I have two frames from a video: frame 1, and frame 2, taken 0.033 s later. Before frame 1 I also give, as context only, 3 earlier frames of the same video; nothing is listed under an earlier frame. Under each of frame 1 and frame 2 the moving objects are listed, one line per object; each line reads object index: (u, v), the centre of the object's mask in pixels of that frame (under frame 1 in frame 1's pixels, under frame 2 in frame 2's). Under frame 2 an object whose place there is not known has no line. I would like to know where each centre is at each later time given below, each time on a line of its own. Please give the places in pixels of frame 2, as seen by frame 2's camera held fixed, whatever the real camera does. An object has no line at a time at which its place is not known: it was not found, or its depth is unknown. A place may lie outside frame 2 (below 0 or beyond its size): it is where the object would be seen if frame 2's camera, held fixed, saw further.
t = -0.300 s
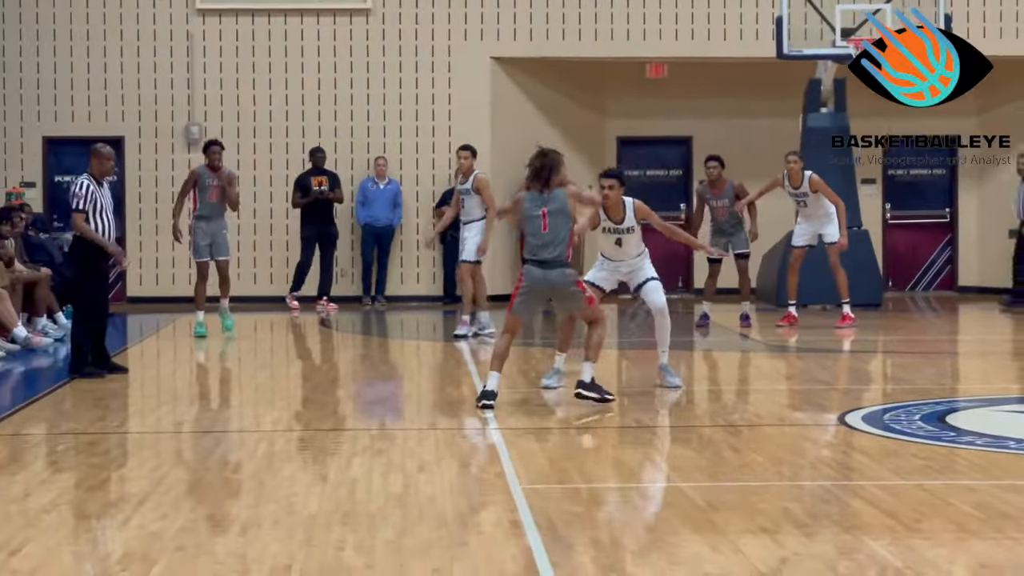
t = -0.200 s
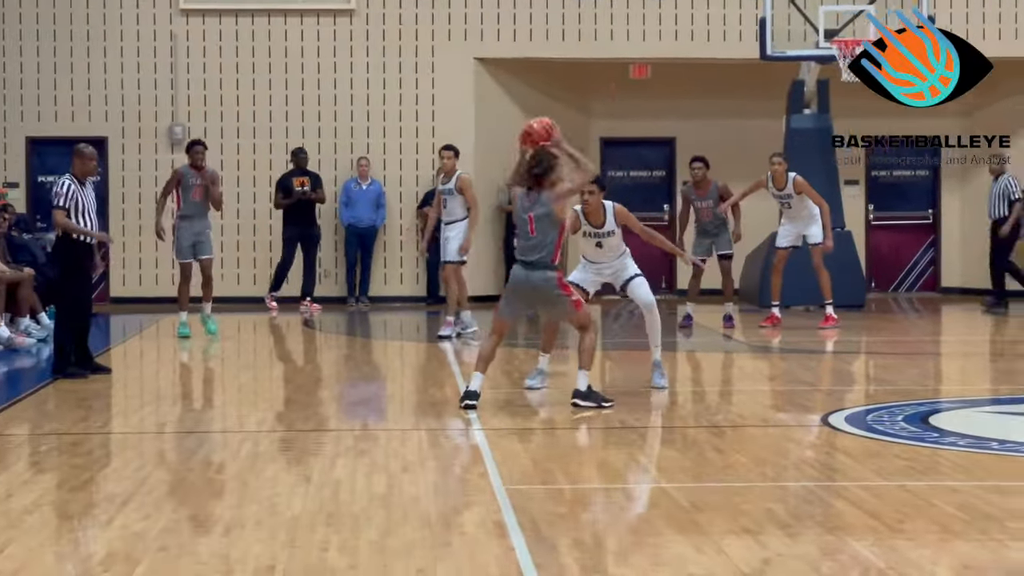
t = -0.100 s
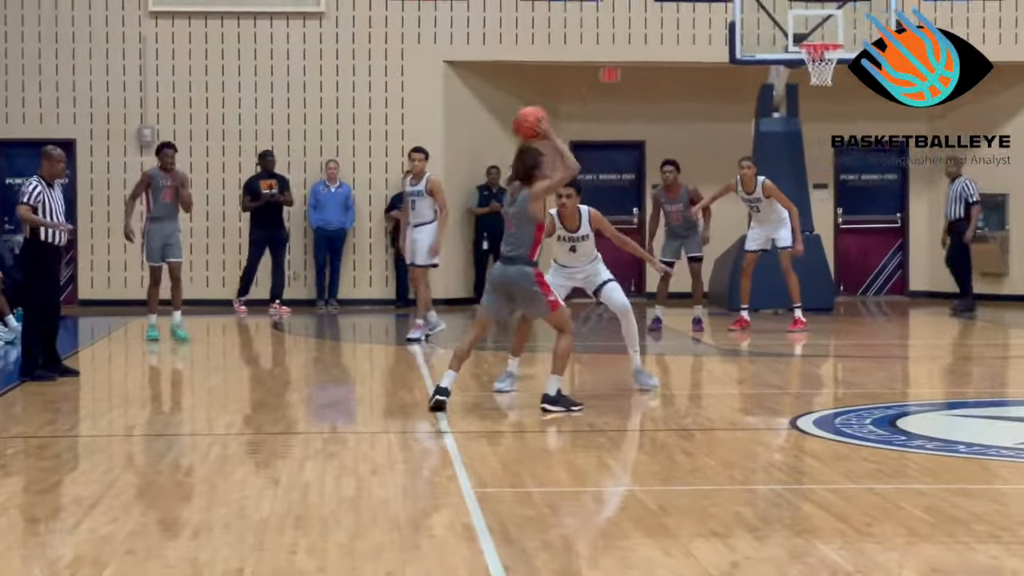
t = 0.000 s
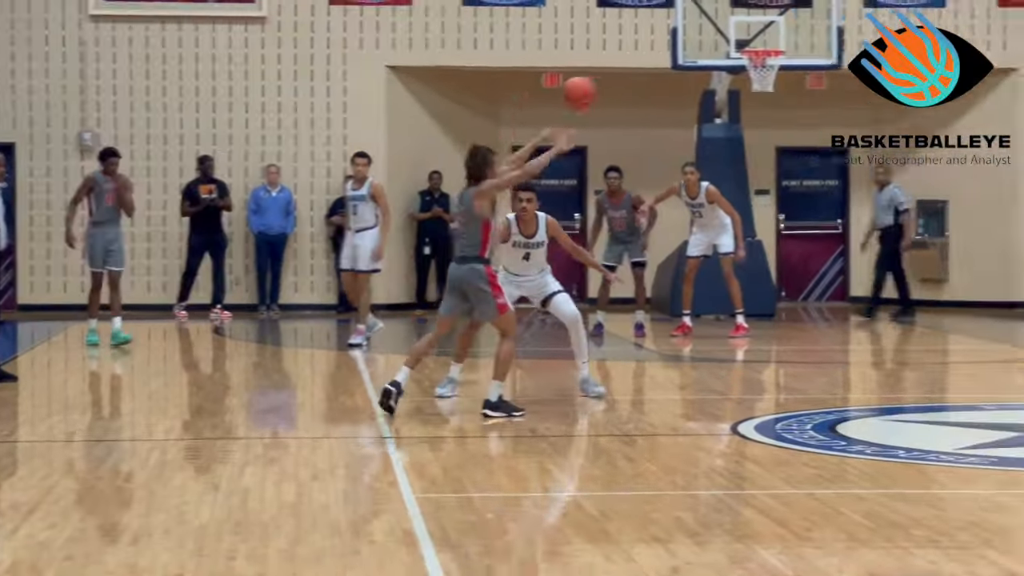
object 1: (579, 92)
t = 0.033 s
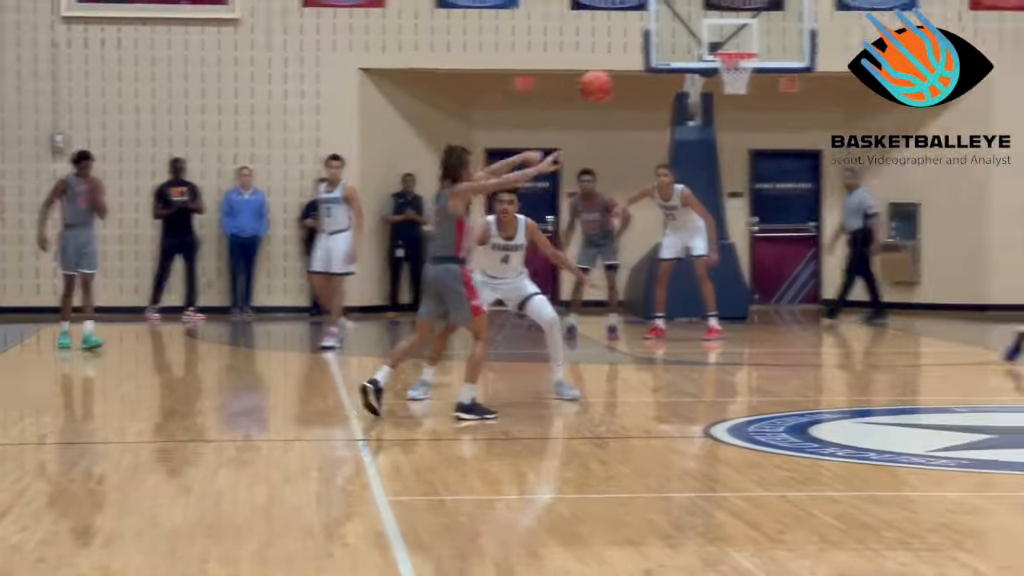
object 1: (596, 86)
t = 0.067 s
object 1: (637, 81)
